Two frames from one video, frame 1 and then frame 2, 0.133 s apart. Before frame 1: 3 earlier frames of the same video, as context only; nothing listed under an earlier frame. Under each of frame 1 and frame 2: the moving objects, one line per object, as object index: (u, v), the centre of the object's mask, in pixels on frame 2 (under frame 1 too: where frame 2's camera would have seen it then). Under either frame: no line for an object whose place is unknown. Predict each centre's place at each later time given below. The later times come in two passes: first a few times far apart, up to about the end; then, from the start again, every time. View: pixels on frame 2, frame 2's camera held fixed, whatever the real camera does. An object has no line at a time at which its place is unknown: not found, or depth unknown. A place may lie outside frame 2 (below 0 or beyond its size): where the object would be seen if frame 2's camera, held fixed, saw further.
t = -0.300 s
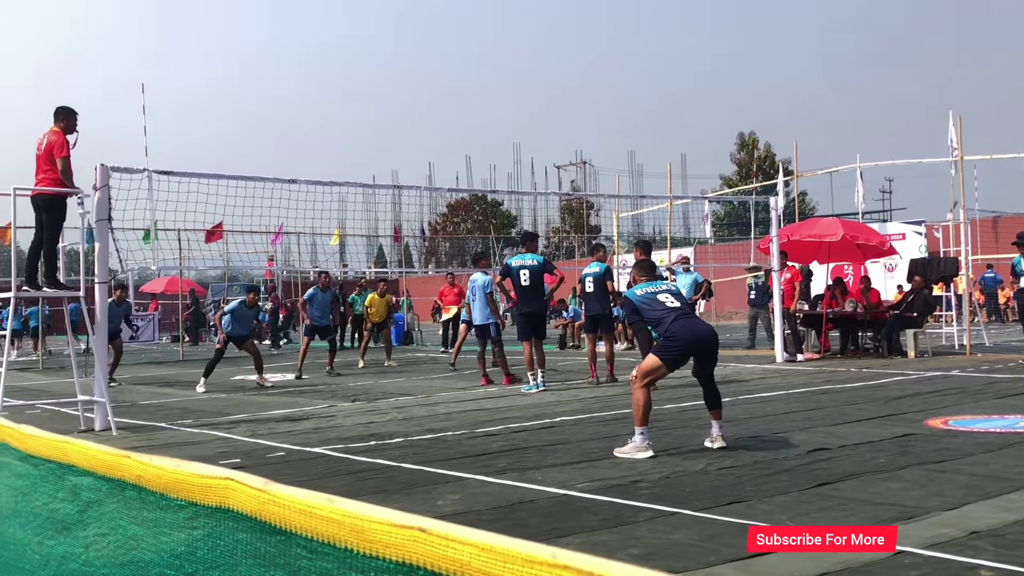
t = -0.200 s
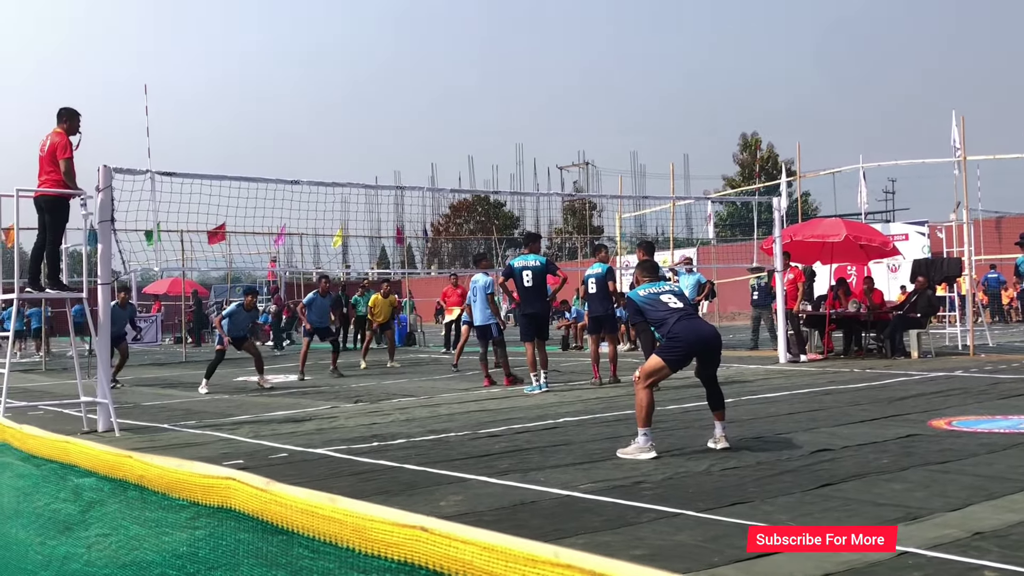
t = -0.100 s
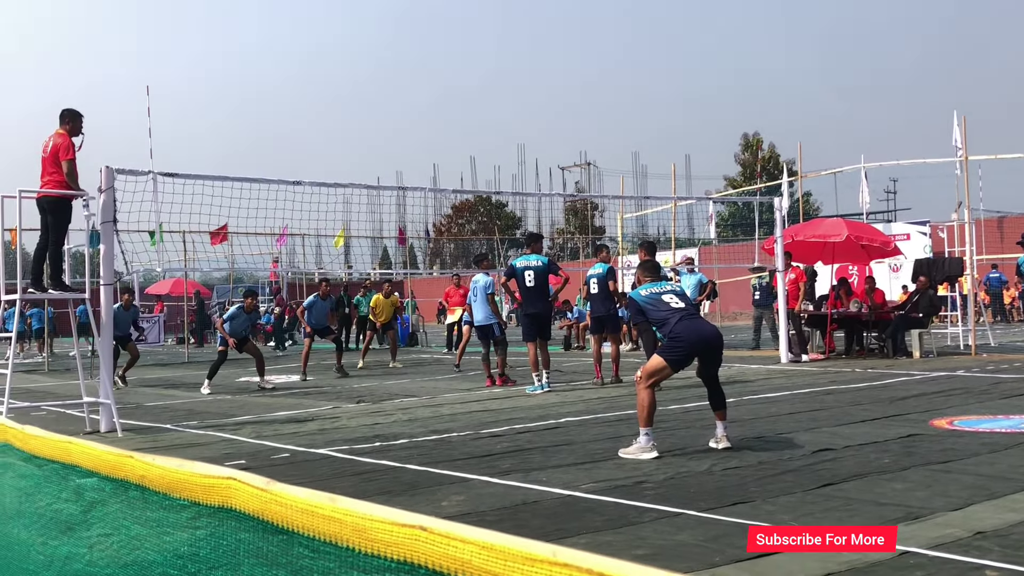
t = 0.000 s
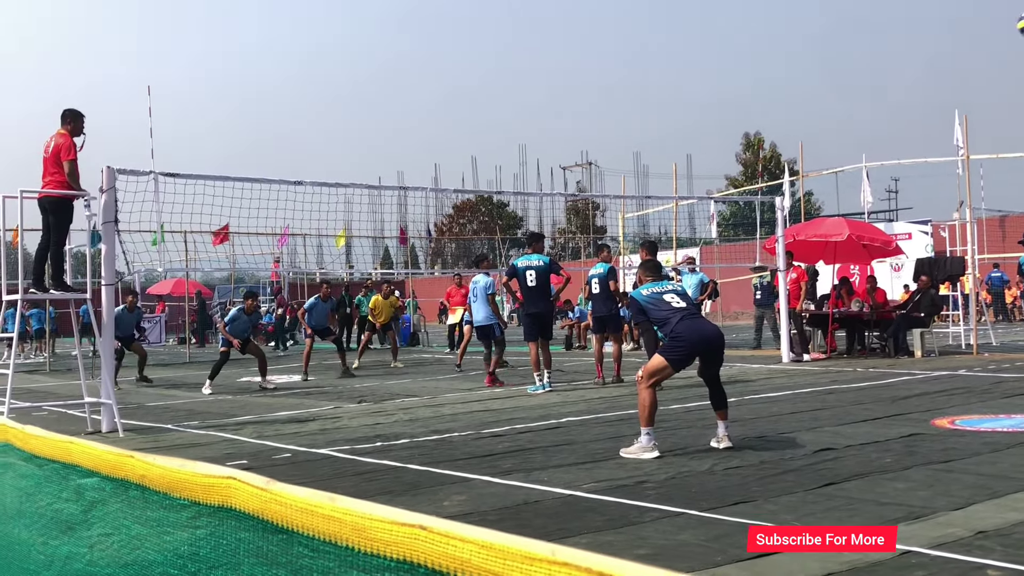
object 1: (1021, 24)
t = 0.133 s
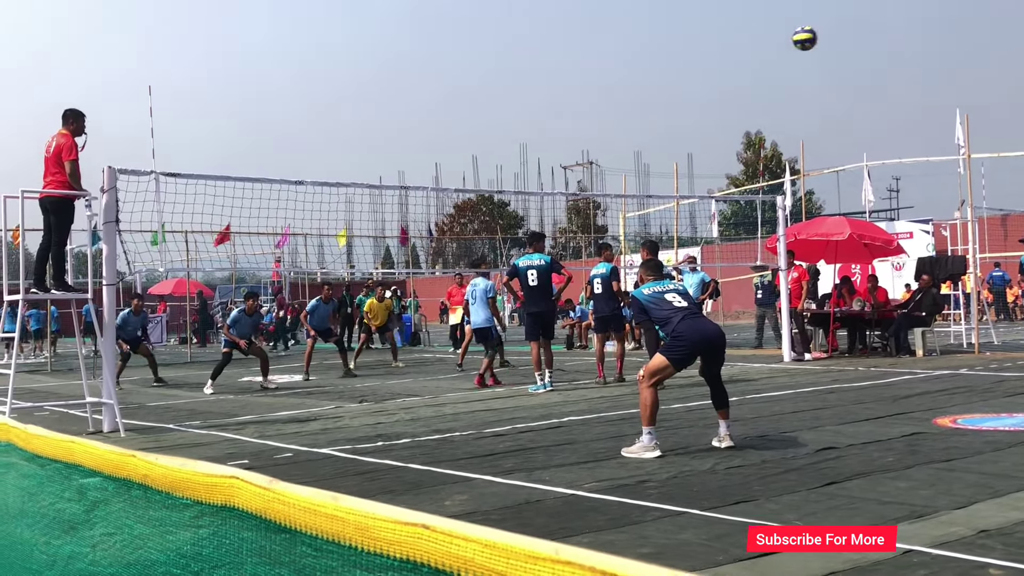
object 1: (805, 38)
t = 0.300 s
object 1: (599, 75)
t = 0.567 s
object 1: (378, 166)
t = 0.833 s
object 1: (233, 275)
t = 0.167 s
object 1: (758, 44)
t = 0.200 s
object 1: (714, 51)
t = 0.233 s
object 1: (673, 58)
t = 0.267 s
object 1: (635, 66)
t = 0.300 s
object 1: (599, 75)
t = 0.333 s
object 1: (566, 85)
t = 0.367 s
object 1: (534, 95)
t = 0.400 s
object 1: (505, 106)
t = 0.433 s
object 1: (477, 117)
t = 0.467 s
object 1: (450, 129)
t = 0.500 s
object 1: (424, 141)
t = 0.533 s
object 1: (400, 153)
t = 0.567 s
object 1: (378, 166)
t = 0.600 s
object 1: (356, 176)
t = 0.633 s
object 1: (336, 193)
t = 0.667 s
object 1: (317, 205)
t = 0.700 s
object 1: (299, 219)
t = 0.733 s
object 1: (281, 233)
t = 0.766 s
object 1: (264, 247)
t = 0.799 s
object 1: (248, 260)
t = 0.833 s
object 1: (233, 275)
